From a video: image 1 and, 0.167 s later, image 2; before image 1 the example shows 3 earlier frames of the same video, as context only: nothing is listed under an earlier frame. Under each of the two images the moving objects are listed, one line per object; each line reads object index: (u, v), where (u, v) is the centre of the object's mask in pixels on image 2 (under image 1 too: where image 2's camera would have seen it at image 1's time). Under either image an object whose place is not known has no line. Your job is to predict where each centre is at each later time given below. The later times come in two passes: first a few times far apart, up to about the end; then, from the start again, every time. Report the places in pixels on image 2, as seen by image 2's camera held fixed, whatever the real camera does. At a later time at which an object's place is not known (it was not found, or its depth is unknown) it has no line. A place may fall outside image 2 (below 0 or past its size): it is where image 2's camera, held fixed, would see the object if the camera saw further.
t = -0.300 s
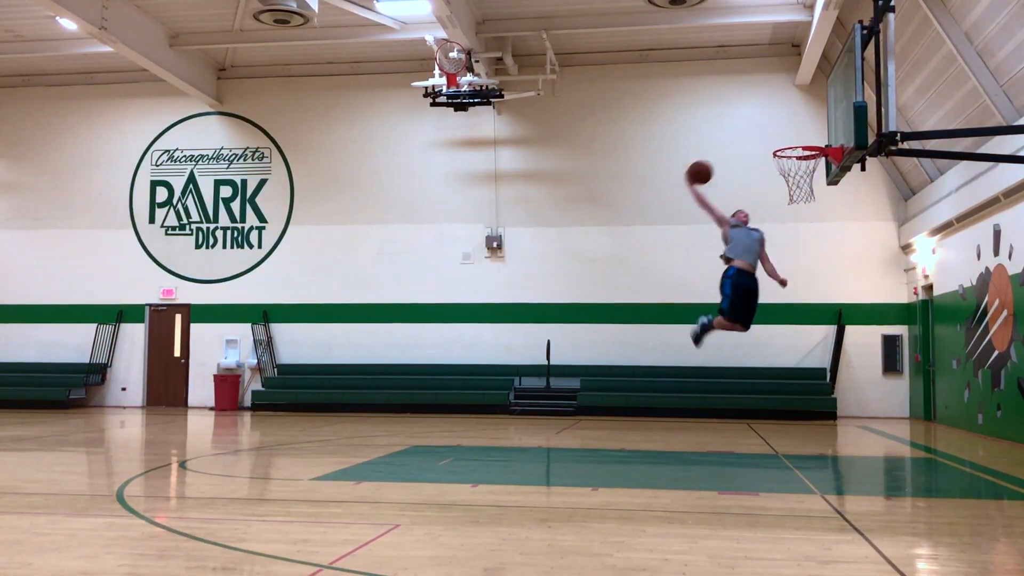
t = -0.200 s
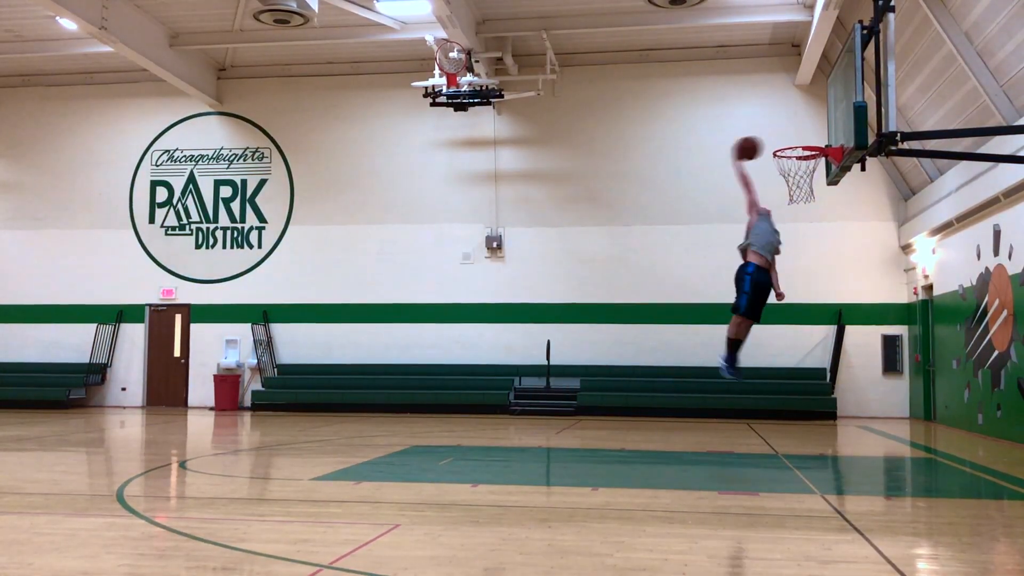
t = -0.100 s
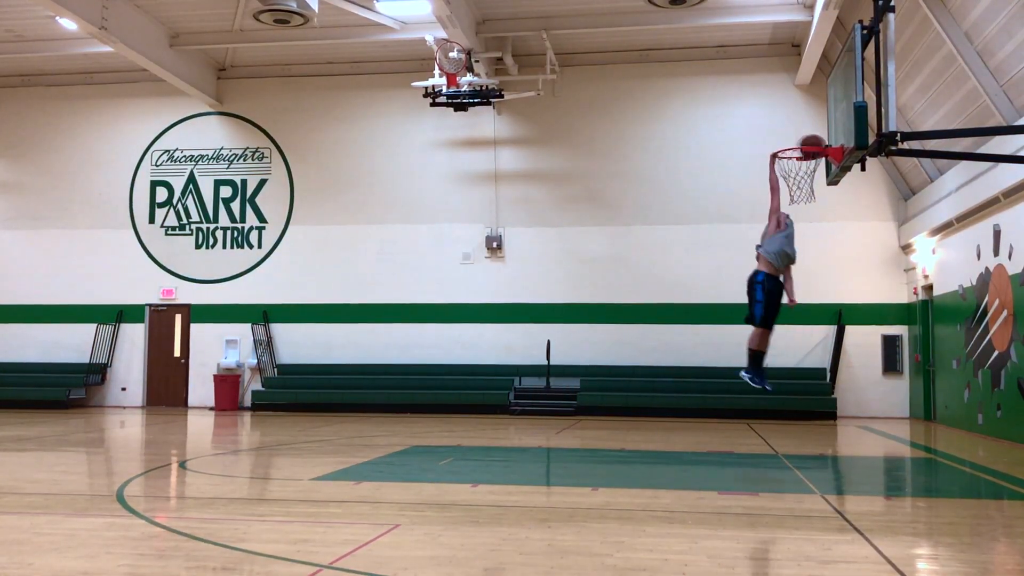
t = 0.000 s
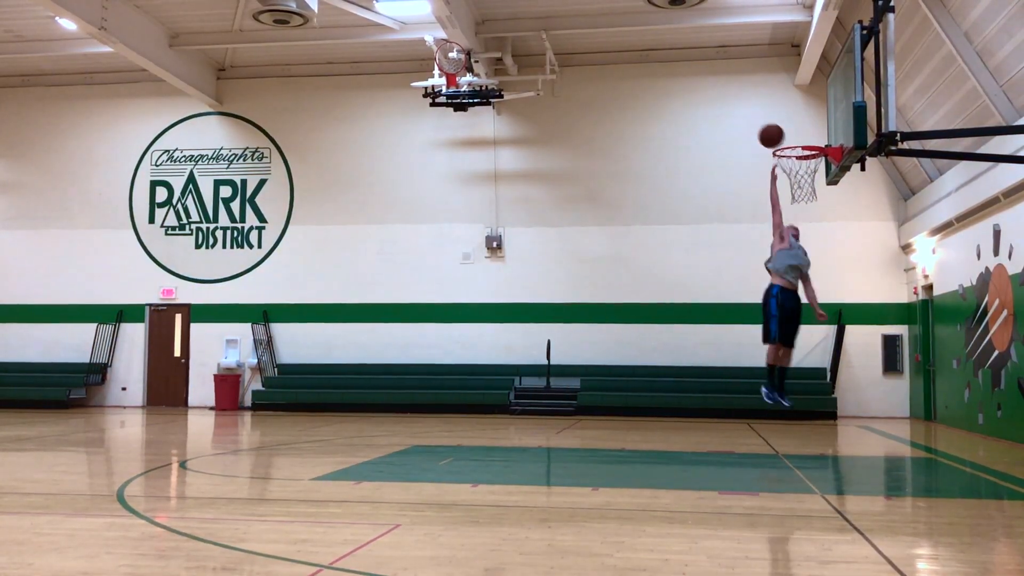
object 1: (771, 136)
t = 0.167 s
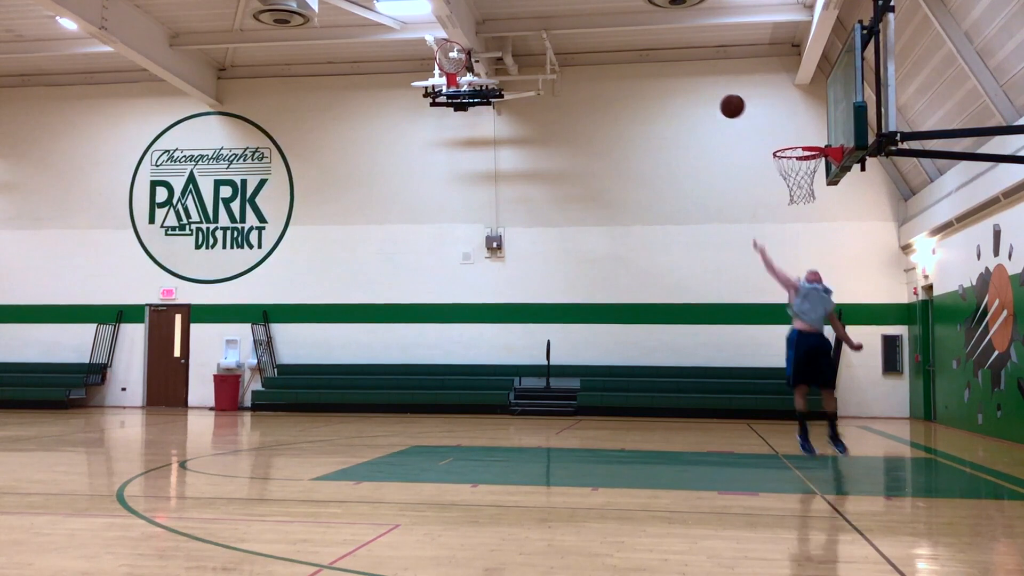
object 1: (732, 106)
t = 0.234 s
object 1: (717, 102)
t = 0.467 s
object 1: (668, 121)
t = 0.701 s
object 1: (622, 186)
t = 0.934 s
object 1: (581, 293)
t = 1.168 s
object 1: (543, 439)
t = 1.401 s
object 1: (508, 334)
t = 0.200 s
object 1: (725, 104)
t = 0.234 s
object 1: (717, 102)
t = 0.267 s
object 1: (710, 102)
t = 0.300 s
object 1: (703, 102)
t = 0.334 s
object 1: (696, 104)
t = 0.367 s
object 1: (689, 107)
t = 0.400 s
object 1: (682, 110)
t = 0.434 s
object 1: (675, 115)
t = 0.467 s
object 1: (668, 121)
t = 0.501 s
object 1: (661, 127)
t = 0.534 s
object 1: (654, 135)
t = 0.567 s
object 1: (648, 143)
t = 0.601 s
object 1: (641, 153)
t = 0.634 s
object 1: (635, 163)
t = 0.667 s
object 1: (628, 174)
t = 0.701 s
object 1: (622, 186)
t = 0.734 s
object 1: (616, 199)
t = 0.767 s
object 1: (610, 213)
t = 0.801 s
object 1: (604, 227)
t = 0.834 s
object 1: (598, 242)
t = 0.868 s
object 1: (592, 259)
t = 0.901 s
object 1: (586, 276)
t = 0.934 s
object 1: (581, 293)
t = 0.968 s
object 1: (575, 314)
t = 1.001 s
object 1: (569, 333)
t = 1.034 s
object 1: (564, 352)
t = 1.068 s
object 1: (560, 373)
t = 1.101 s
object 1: (554, 396)
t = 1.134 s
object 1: (548, 420)
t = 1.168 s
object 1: (543, 439)
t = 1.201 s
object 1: (538, 421)
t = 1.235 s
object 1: (533, 404)
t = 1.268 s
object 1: (528, 388)
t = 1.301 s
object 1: (523, 372)
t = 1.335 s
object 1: (518, 360)
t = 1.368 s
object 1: (513, 345)
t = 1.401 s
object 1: (508, 334)
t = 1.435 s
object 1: (503, 323)
